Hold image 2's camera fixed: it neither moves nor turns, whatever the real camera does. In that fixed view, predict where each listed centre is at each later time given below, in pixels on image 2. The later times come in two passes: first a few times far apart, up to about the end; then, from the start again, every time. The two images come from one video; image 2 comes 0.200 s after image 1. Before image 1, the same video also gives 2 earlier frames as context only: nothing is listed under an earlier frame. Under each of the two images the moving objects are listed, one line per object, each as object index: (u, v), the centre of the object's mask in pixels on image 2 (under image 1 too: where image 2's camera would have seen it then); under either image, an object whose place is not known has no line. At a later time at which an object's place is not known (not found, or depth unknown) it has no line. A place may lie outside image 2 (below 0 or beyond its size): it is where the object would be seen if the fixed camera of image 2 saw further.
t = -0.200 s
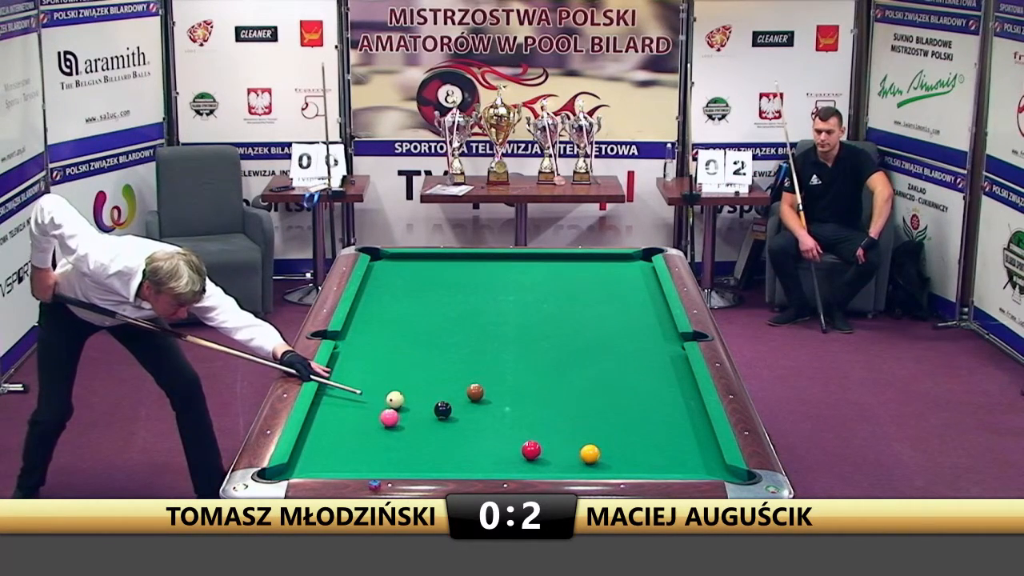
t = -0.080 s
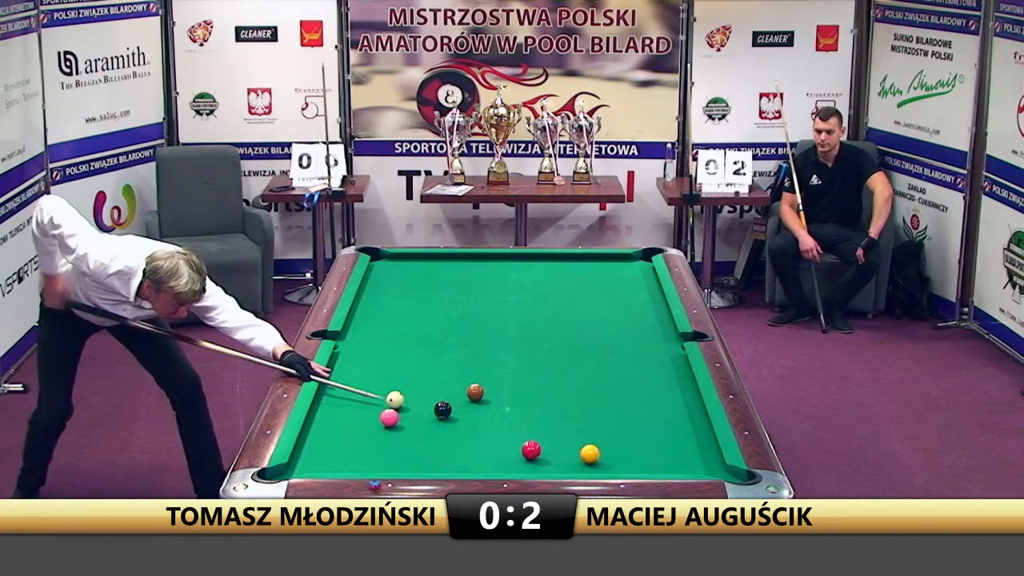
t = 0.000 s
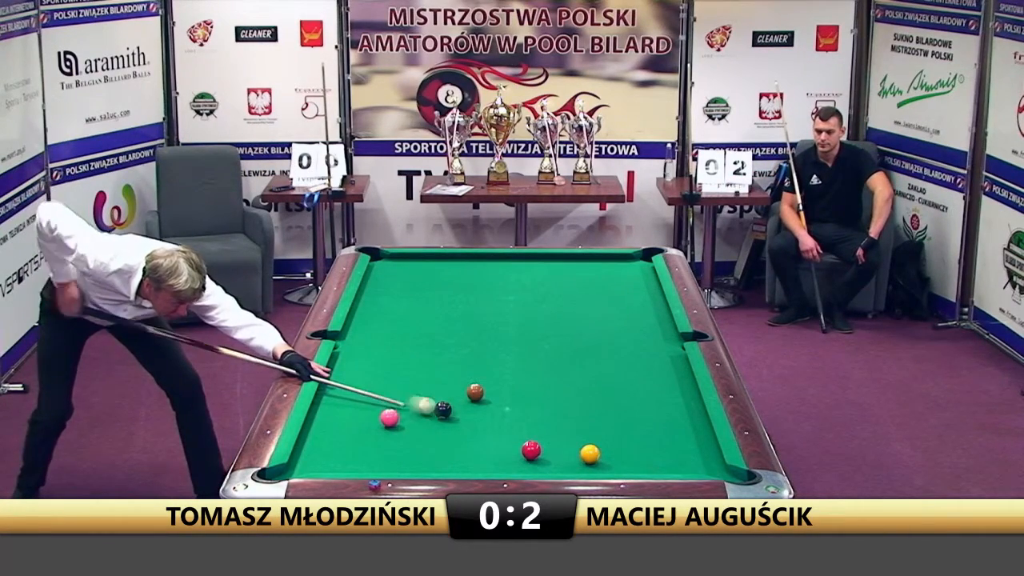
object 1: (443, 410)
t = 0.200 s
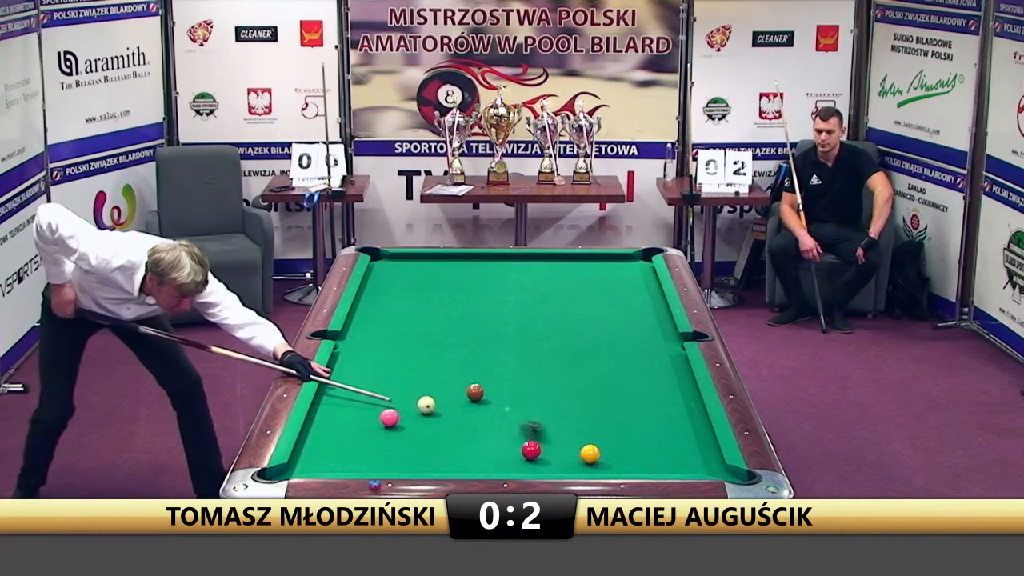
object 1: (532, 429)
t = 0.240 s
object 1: (548, 432)
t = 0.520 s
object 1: (670, 459)
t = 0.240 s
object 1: (548, 432)
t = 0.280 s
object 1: (565, 435)
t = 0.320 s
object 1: (582, 439)
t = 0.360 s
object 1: (602, 444)
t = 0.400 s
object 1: (617, 448)
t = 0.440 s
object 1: (636, 453)
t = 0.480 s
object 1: (653, 457)
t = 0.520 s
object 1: (670, 459)
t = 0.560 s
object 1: (688, 464)
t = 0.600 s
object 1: (709, 469)
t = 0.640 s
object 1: (726, 473)
